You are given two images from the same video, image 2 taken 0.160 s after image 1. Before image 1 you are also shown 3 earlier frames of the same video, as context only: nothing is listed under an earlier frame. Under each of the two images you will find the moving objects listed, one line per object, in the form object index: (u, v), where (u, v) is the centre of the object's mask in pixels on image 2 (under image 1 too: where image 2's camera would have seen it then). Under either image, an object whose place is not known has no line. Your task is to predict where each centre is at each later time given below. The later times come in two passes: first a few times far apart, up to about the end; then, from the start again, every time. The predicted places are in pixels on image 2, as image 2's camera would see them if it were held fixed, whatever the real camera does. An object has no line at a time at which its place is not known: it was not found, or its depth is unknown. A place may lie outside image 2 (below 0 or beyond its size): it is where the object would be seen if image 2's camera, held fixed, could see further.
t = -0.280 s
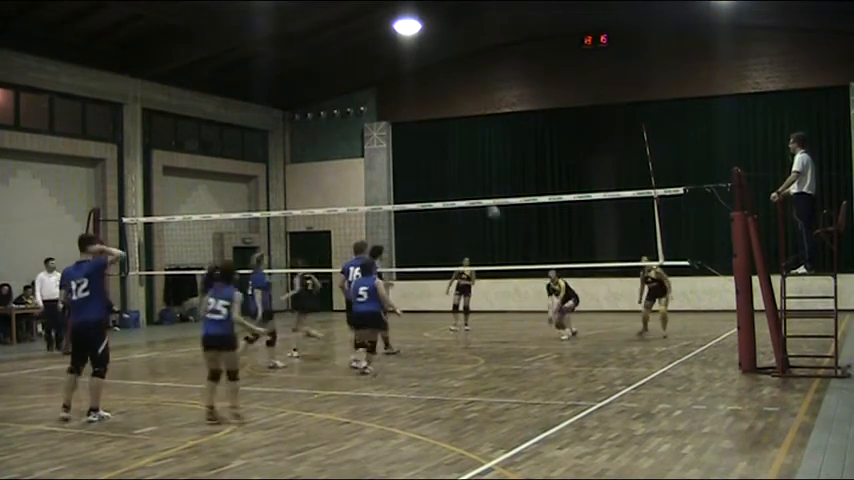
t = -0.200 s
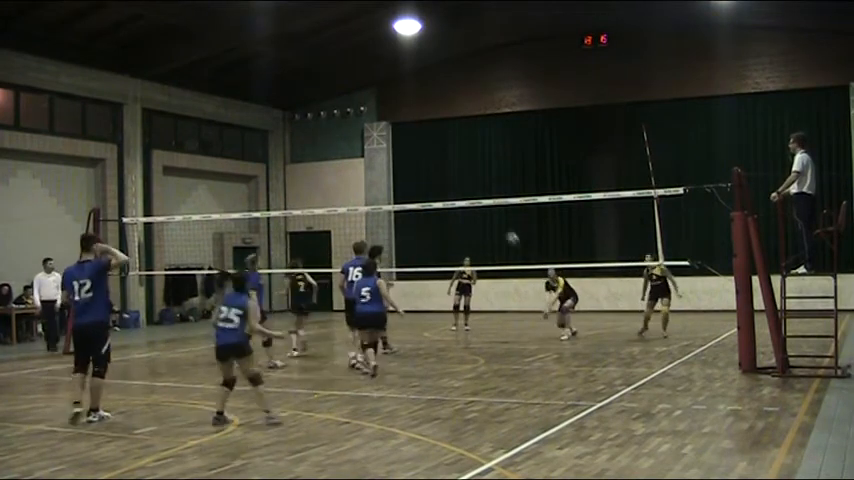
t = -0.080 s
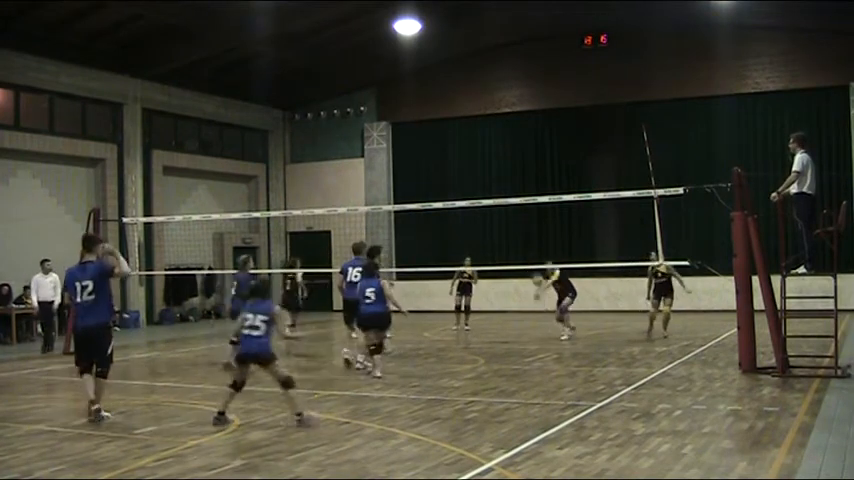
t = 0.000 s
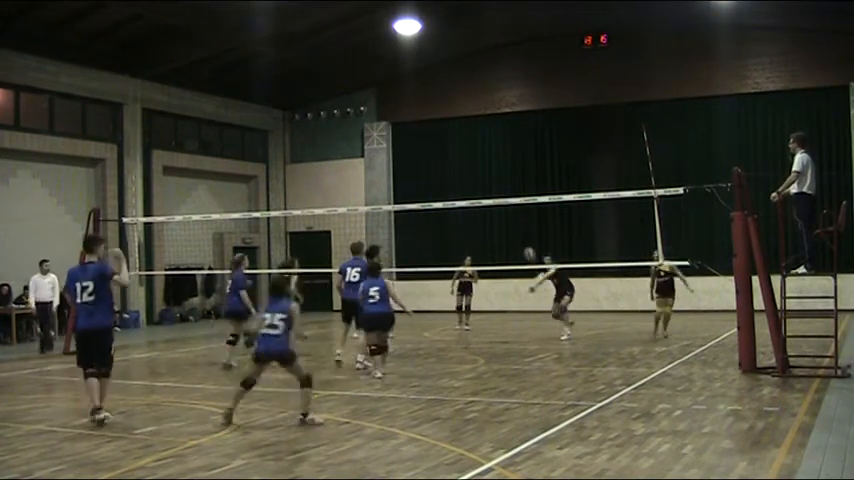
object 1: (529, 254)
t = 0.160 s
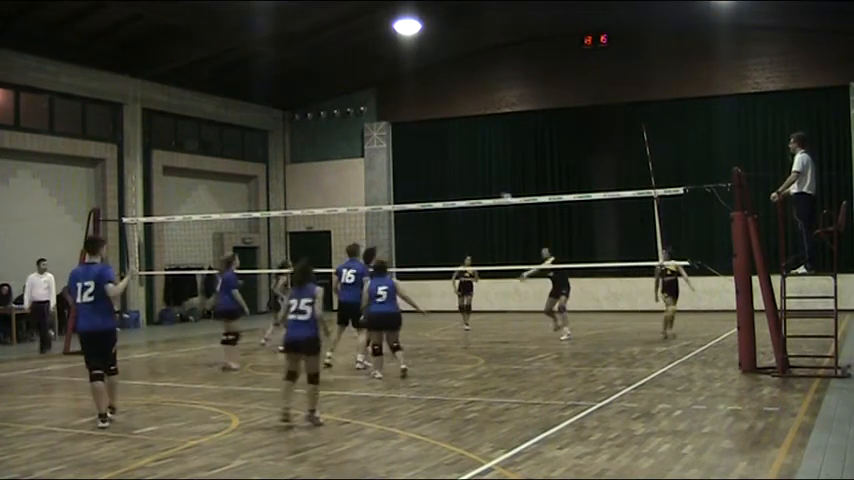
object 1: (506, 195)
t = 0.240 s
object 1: (495, 176)
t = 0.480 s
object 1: (462, 132)
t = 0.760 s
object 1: (424, 118)
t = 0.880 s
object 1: (407, 125)
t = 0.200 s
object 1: (500, 186)
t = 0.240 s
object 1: (495, 176)
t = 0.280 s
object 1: (490, 166)
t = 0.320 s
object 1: (484, 158)
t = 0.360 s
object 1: (478, 150)
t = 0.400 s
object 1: (472, 143)
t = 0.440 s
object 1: (467, 137)
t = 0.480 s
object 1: (462, 132)
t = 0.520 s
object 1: (456, 127)
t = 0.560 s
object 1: (450, 123)
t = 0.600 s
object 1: (445, 120)
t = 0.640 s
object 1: (440, 118)
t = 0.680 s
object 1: (434, 117)
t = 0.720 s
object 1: (429, 117)
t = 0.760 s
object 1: (424, 118)
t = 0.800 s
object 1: (418, 119)
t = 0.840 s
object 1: (413, 121)
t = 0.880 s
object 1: (407, 125)
